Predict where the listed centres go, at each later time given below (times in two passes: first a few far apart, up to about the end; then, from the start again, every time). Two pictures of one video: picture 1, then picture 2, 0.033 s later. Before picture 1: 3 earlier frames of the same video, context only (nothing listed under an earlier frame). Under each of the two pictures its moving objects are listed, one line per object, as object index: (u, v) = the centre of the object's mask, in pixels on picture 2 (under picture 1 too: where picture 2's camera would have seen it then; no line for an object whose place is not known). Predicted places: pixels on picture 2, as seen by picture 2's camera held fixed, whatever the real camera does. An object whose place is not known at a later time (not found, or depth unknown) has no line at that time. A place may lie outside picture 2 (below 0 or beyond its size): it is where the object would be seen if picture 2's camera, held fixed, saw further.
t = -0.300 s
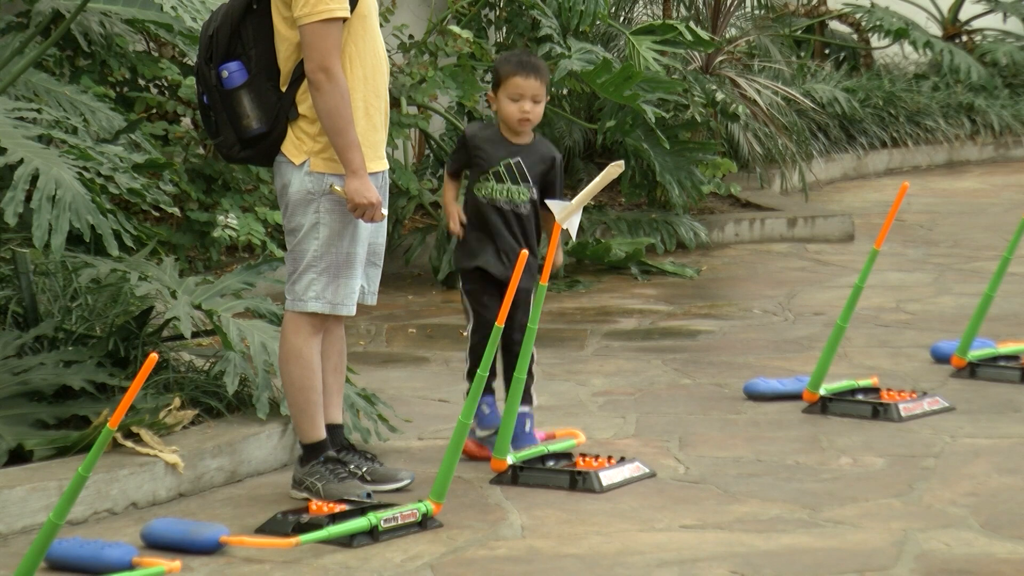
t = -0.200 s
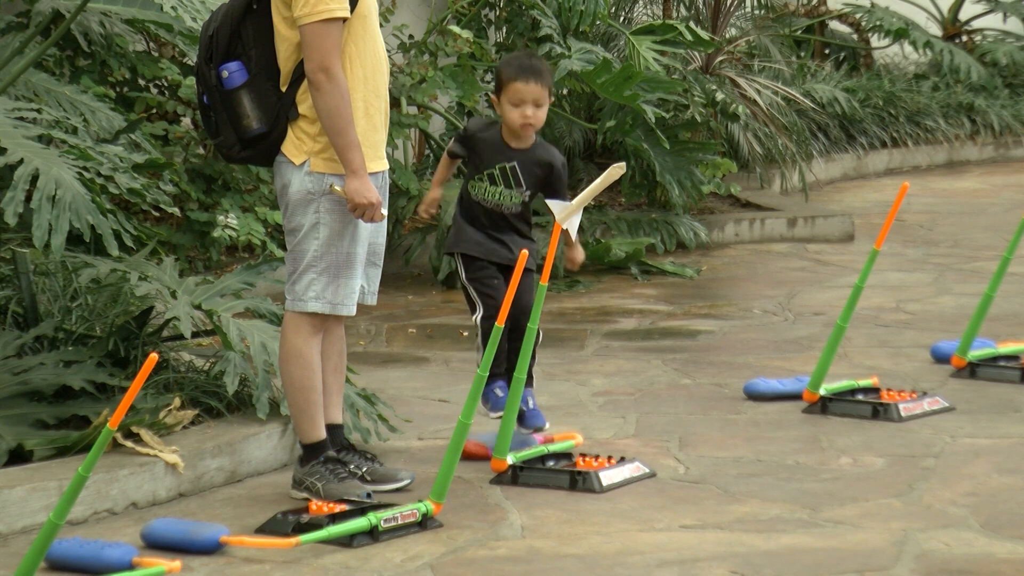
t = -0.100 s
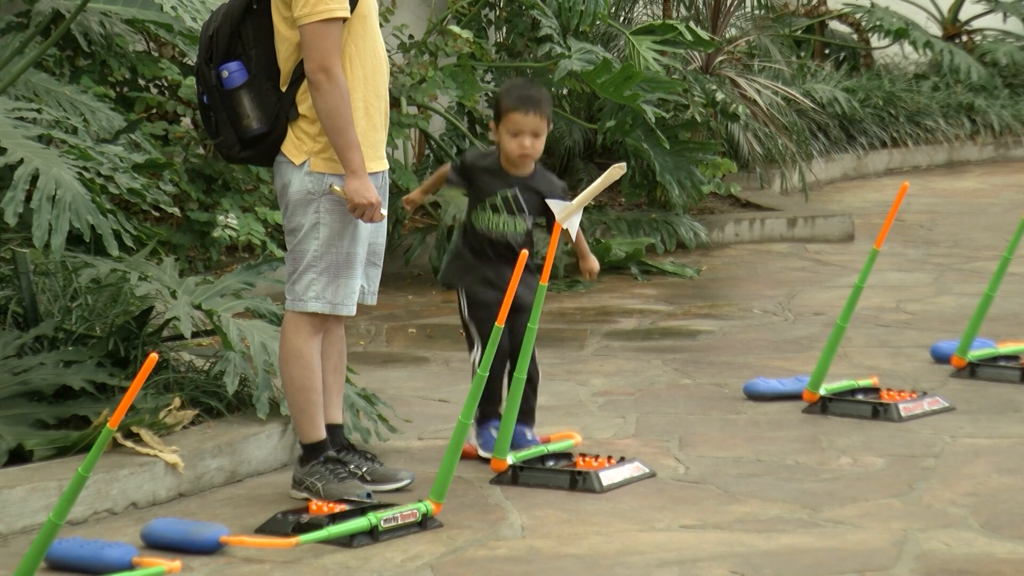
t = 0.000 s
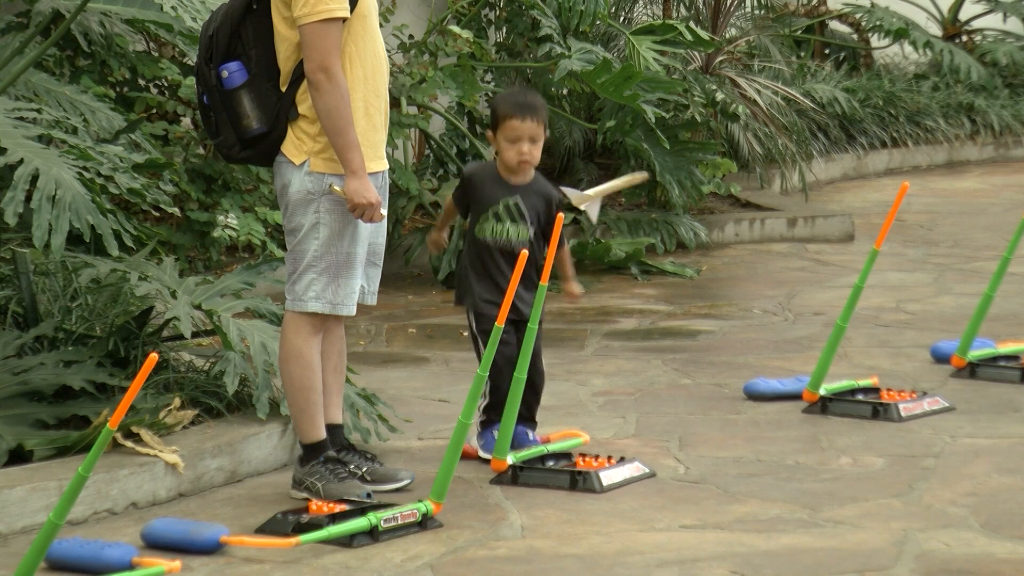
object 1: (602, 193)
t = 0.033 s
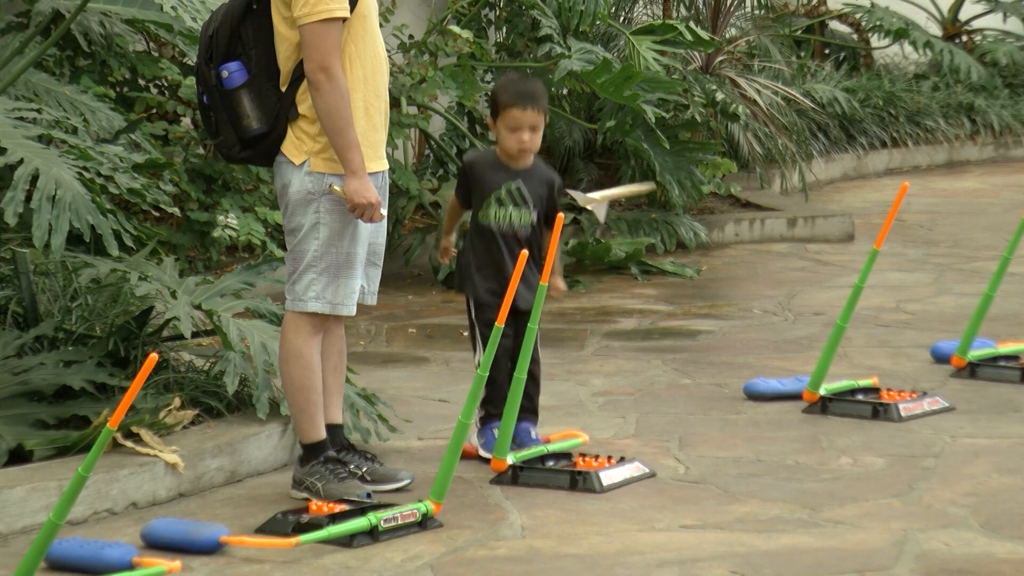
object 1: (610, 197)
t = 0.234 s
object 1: (655, 293)
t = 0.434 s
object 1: (679, 454)
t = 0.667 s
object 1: (652, 497)
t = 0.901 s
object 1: (650, 498)
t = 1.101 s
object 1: (650, 498)
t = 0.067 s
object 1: (617, 204)
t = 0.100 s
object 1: (628, 216)
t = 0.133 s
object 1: (639, 232)
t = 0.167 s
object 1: (643, 252)
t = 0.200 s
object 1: (648, 271)
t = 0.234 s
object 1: (655, 293)
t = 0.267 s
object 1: (661, 317)
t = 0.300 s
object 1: (667, 344)
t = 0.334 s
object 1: (674, 376)
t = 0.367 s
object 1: (681, 416)
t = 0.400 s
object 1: (684, 450)
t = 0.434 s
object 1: (679, 454)
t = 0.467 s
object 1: (674, 462)
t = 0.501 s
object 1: (670, 474)
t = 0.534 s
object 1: (667, 483)
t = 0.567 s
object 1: (662, 494)
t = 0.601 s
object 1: (660, 492)
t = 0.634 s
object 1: (654, 495)
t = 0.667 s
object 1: (652, 497)
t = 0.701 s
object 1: (650, 497)
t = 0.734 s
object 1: (650, 497)
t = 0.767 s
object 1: (649, 497)
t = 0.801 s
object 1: (650, 498)
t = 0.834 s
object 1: (651, 498)
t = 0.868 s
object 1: (650, 498)
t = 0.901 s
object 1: (650, 498)
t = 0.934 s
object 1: (650, 498)
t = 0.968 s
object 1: (650, 498)
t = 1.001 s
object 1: (650, 498)
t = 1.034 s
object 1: (650, 498)
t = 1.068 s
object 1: (650, 498)
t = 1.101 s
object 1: (650, 498)
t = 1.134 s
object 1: (650, 498)
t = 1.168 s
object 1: (650, 498)
